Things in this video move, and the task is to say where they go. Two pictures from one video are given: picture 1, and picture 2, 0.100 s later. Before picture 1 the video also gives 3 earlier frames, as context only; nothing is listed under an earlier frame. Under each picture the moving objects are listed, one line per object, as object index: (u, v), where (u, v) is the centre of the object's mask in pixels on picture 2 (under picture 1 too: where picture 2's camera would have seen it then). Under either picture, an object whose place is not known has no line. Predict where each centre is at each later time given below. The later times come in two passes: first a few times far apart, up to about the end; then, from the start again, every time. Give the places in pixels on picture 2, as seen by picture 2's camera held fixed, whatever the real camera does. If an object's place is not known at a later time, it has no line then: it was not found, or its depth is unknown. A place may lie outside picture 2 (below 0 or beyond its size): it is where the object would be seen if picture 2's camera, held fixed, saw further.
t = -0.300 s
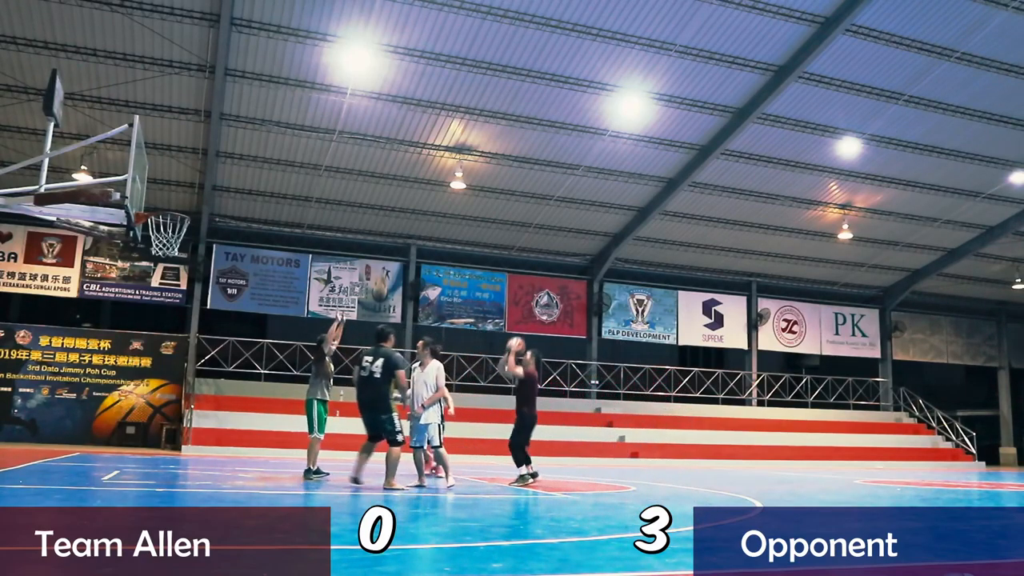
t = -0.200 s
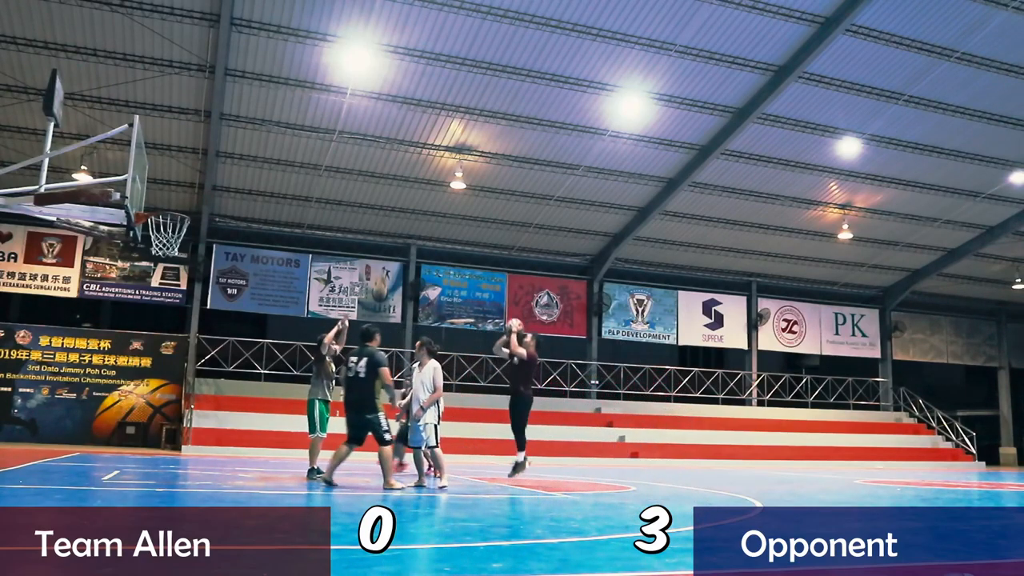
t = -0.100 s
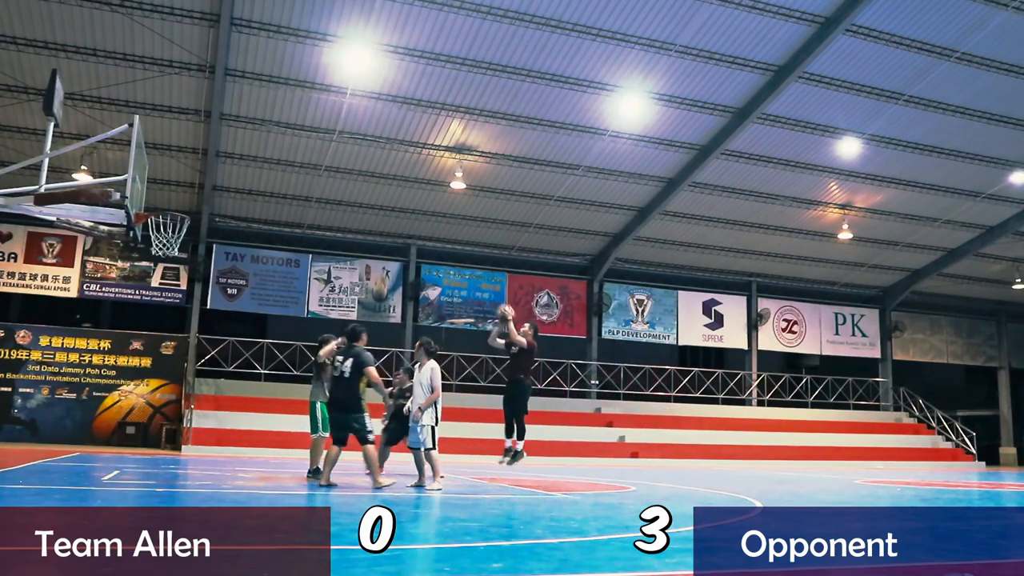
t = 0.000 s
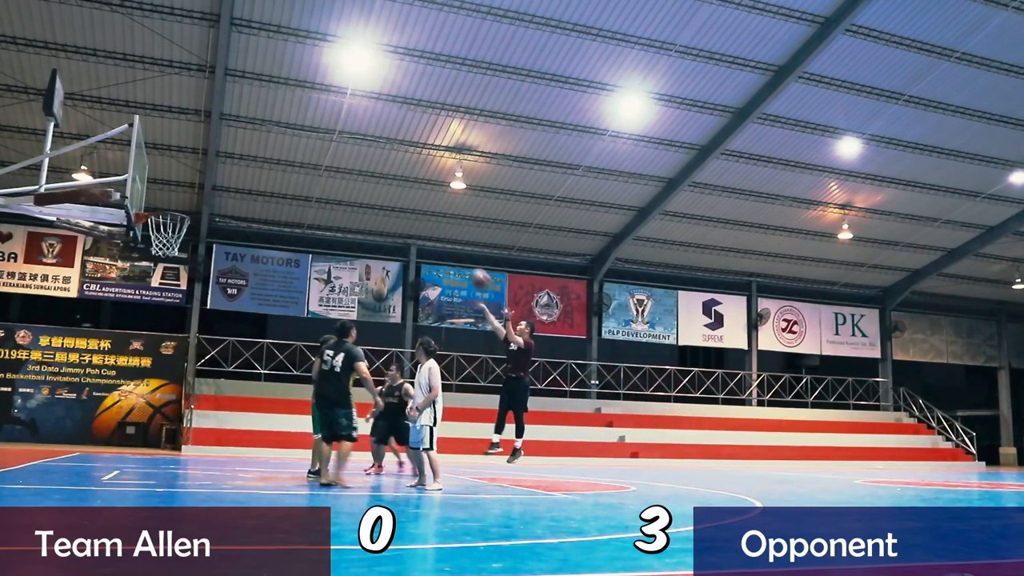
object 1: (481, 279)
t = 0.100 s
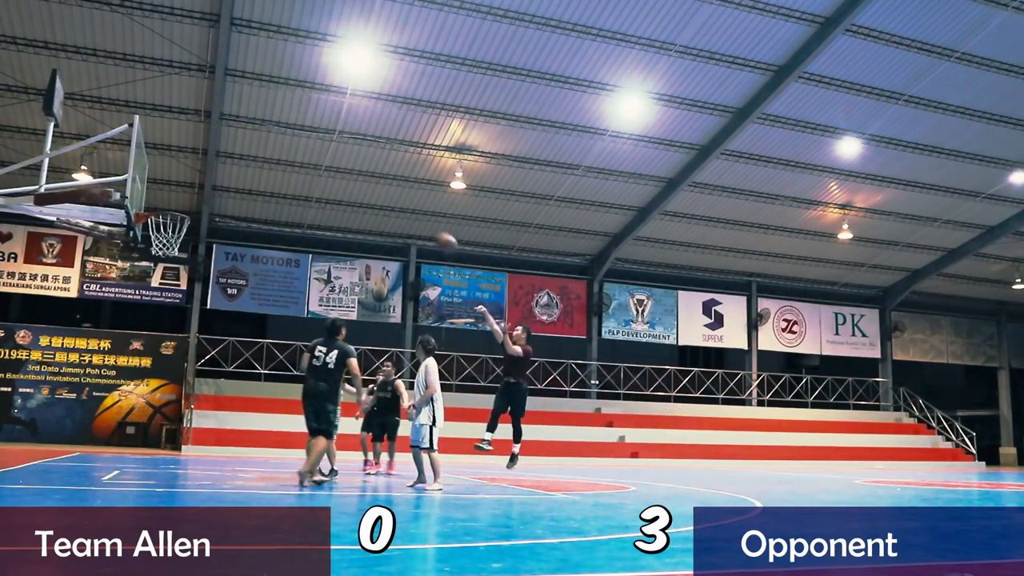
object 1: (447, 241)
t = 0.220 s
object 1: (405, 207)
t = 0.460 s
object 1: (320, 171)
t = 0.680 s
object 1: (239, 174)
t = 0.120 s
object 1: (441, 234)
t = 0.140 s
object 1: (432, 228)
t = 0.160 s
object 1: (425, 223)
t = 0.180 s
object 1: (418, 218)
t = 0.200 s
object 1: (411, 212)
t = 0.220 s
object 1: (405, 207)
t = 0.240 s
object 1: (398, 203)
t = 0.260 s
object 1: (391, 199)
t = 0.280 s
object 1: (384, 194)
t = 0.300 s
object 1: (377, 191)
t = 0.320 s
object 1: (370, 188)
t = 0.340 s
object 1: (363, 185)
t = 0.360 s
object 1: (355, 181)
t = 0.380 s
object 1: (348, 179)
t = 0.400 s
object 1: (340, 176)
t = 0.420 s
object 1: (334, 174)
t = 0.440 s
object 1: (327, 173)
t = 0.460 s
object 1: (320, 171)
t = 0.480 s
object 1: (313, 171)
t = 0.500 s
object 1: (306, 170)
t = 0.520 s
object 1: (299, 168)
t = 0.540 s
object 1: (291, 168)
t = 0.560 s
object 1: (283, 167)
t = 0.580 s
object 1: (275, 168)
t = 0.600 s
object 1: (268, 169)
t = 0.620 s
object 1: (261, 169)
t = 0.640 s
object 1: (255, 170)
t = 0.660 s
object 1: (247, 172)
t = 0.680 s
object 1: (239, 174)
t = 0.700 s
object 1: (232, 175)
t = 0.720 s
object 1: (225, 178)
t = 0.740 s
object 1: (217, 181)
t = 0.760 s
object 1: (208, 184)
